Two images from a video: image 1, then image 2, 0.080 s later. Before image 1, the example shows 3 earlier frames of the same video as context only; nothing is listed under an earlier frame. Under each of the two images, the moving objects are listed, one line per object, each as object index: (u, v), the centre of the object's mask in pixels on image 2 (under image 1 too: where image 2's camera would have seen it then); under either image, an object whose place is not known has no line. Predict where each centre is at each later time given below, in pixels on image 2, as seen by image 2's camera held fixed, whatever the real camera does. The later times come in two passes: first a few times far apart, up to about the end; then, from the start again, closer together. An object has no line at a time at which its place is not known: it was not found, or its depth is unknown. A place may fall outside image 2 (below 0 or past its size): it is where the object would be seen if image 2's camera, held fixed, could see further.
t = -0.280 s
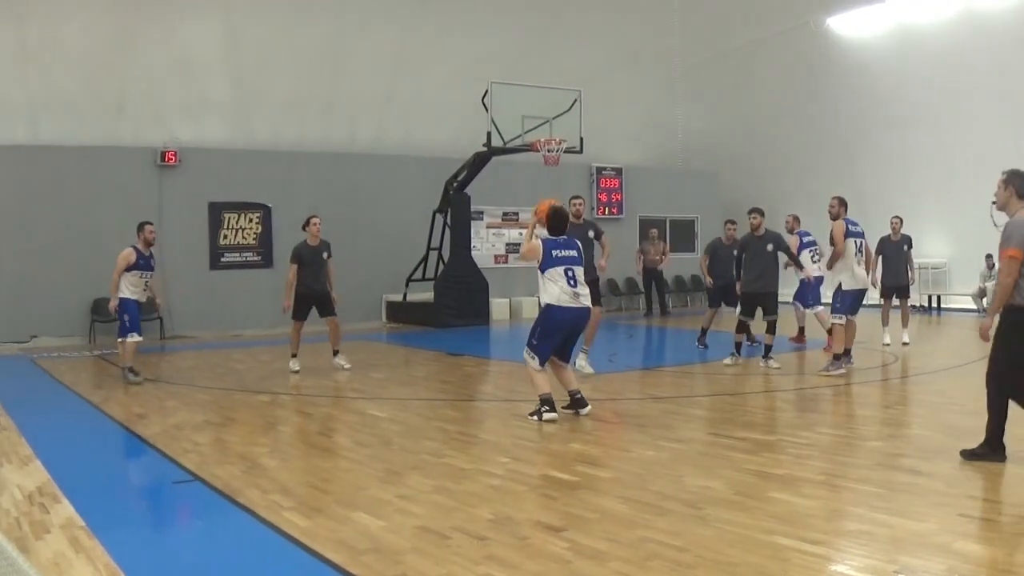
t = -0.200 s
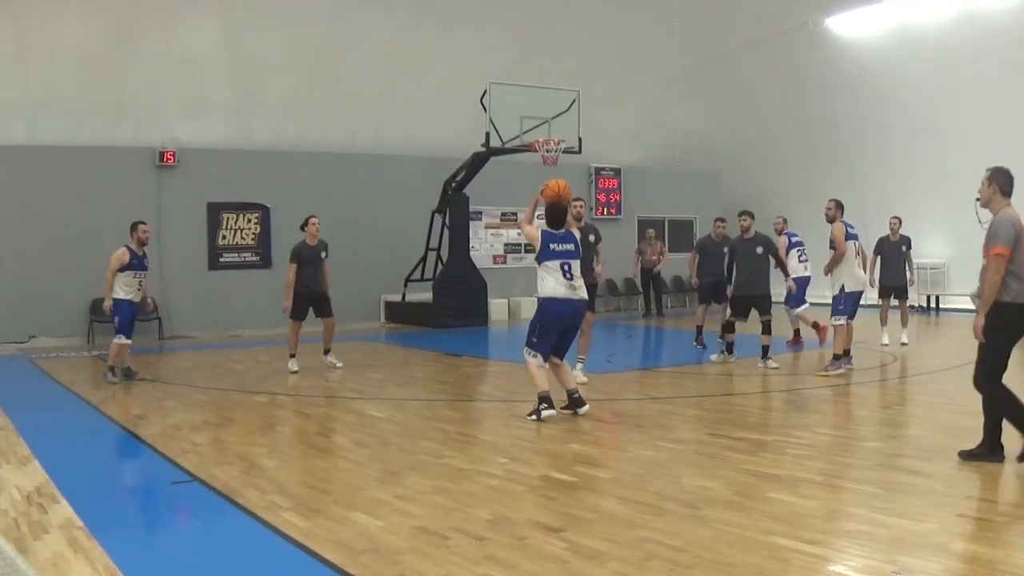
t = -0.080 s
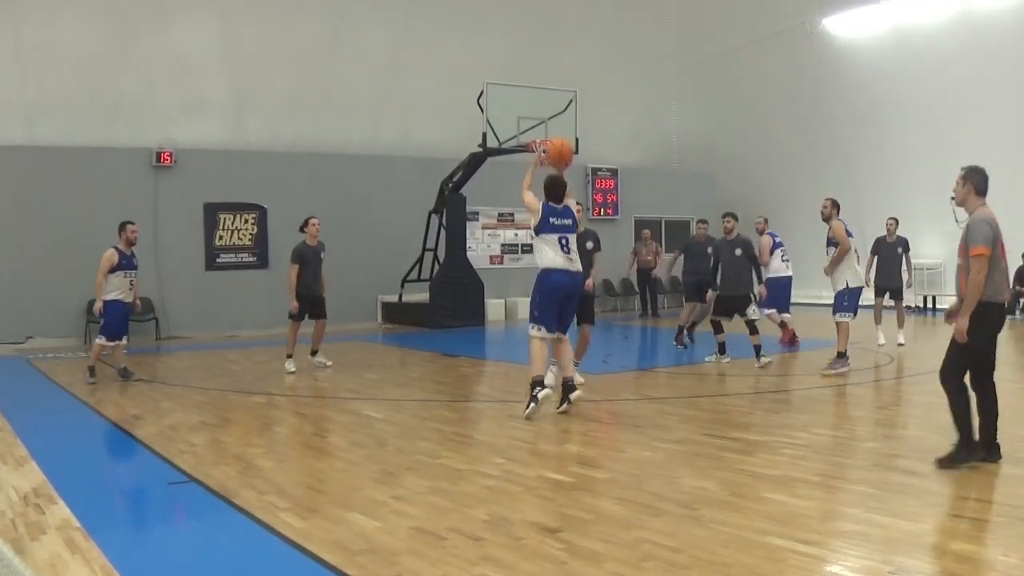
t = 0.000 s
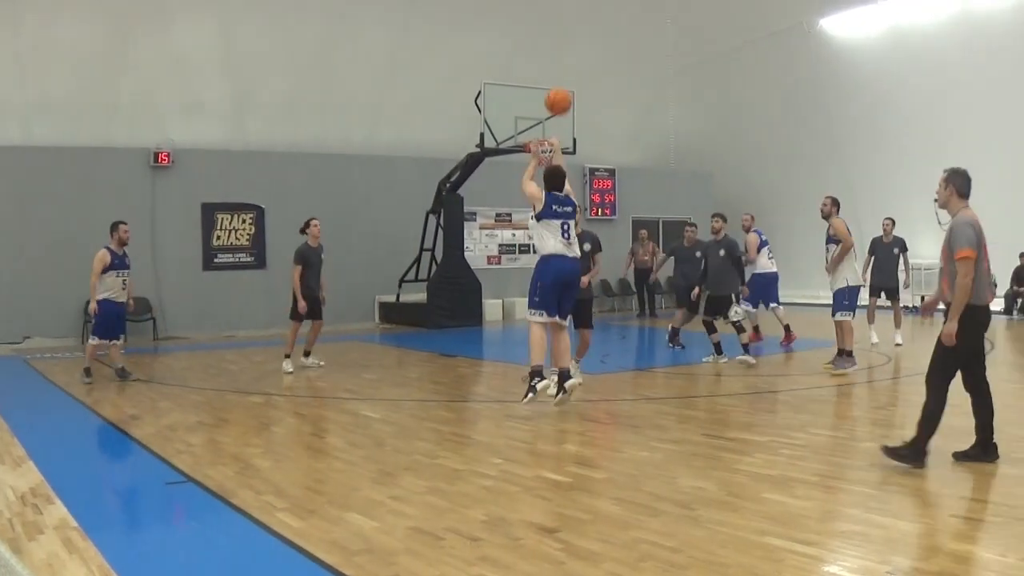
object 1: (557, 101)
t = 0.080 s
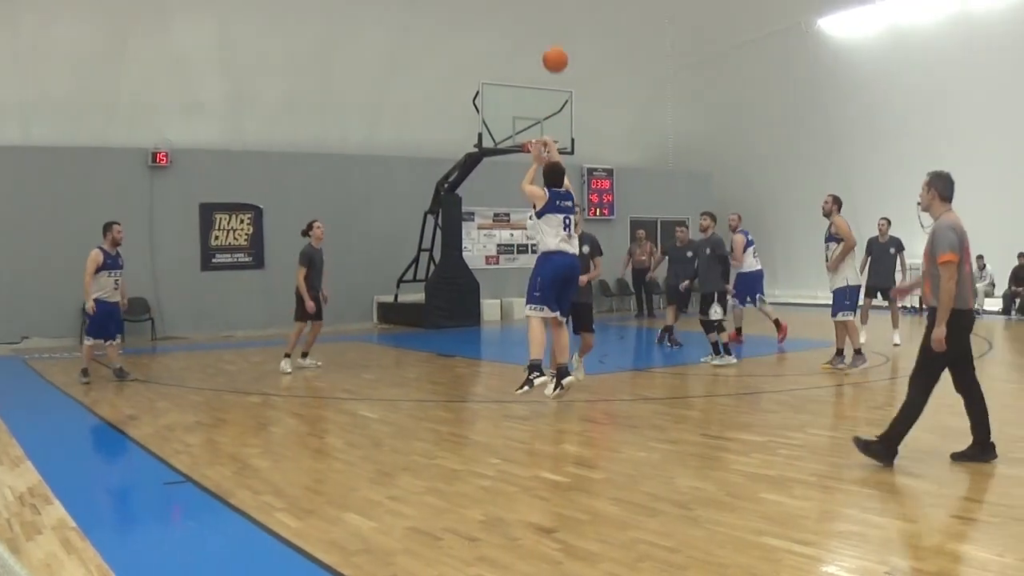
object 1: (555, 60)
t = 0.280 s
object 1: (551, 3)
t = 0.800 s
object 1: (549, 15)
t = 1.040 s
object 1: (551, 80)
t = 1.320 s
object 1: (577, 116)
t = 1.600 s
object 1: (632, 106)
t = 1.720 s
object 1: (652, 116)
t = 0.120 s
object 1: (555, 43)
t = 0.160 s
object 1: (554, 28)
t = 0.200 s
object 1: (553, 15)
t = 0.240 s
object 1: (552, 7)
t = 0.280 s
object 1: (551, 3)
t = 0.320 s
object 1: (547, 1)
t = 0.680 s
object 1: (546, 2)
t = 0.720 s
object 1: (547, 5)
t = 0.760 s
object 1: (548, 8)
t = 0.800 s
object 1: (549, 15)
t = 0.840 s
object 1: (550, 24)
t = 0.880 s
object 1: (551, 34)
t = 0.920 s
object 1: (551, 45)
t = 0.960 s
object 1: (552, 55)
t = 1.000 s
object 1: (551, 67)
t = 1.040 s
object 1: (551, 80)
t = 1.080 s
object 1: (552, 93)
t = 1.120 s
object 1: (552, 107)
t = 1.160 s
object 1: (552, 122)
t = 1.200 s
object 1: (552, 135)
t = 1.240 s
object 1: (560, 128)
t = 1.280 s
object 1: (569, 122)
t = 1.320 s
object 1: (577, 116)
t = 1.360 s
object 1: (585, 112)
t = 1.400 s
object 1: (592, 109)
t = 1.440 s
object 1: (600, 106)
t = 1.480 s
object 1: (609, 104)
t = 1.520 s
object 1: (617, 104)
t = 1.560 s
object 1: (624, 105)
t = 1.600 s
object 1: (632, 106)
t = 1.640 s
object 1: (639, 109)
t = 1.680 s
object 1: (646, 112)
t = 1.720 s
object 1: (652, 116)
